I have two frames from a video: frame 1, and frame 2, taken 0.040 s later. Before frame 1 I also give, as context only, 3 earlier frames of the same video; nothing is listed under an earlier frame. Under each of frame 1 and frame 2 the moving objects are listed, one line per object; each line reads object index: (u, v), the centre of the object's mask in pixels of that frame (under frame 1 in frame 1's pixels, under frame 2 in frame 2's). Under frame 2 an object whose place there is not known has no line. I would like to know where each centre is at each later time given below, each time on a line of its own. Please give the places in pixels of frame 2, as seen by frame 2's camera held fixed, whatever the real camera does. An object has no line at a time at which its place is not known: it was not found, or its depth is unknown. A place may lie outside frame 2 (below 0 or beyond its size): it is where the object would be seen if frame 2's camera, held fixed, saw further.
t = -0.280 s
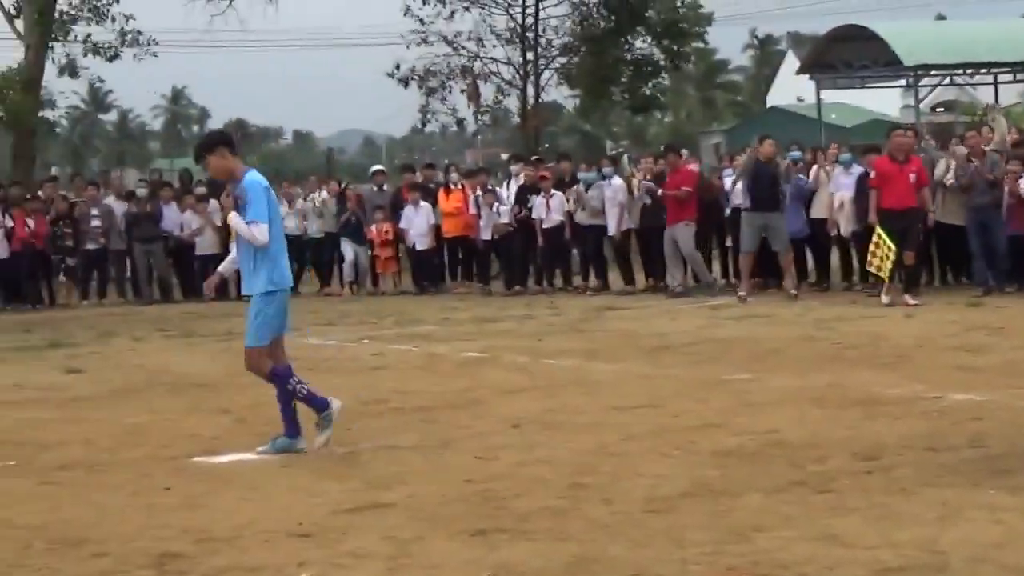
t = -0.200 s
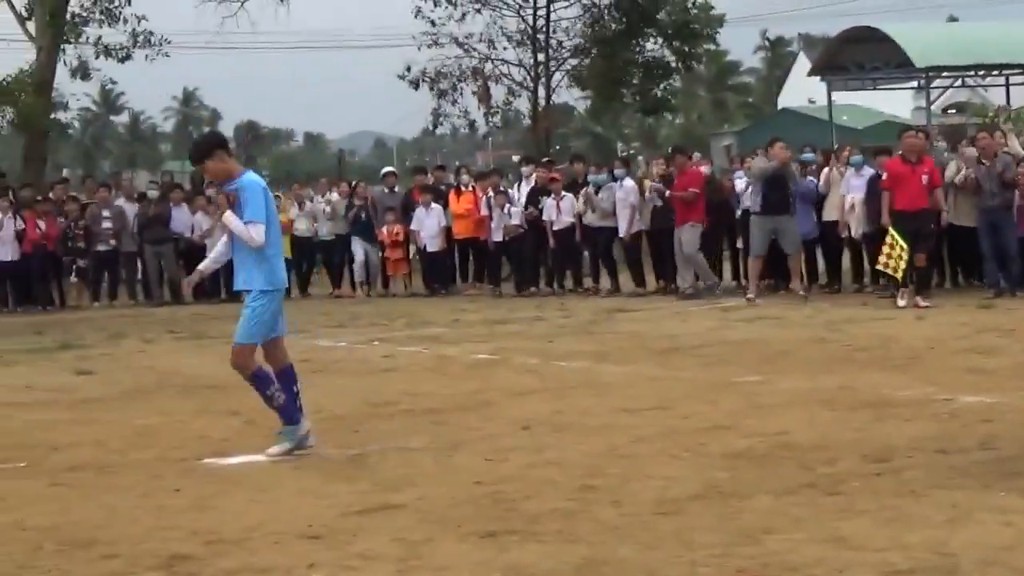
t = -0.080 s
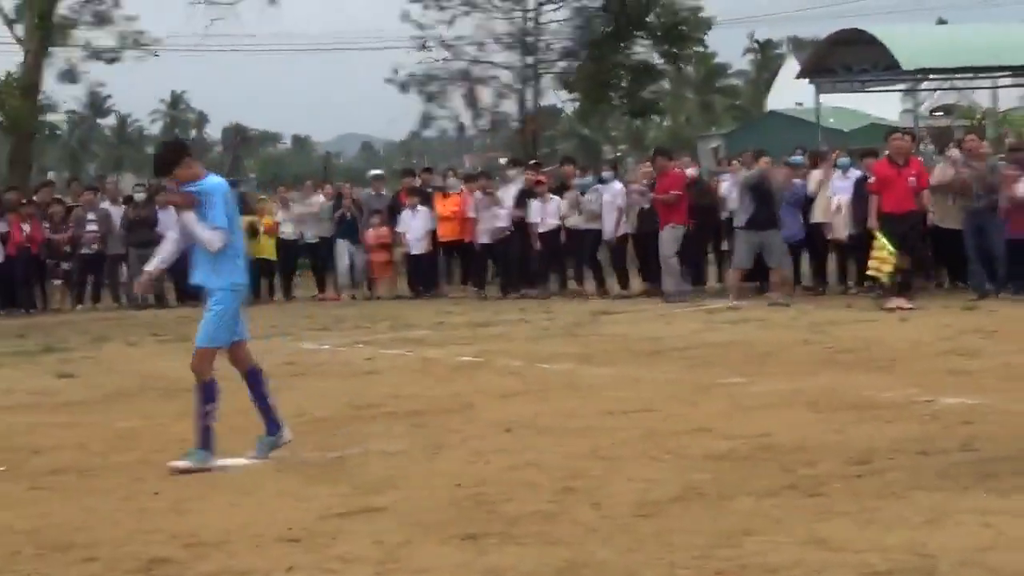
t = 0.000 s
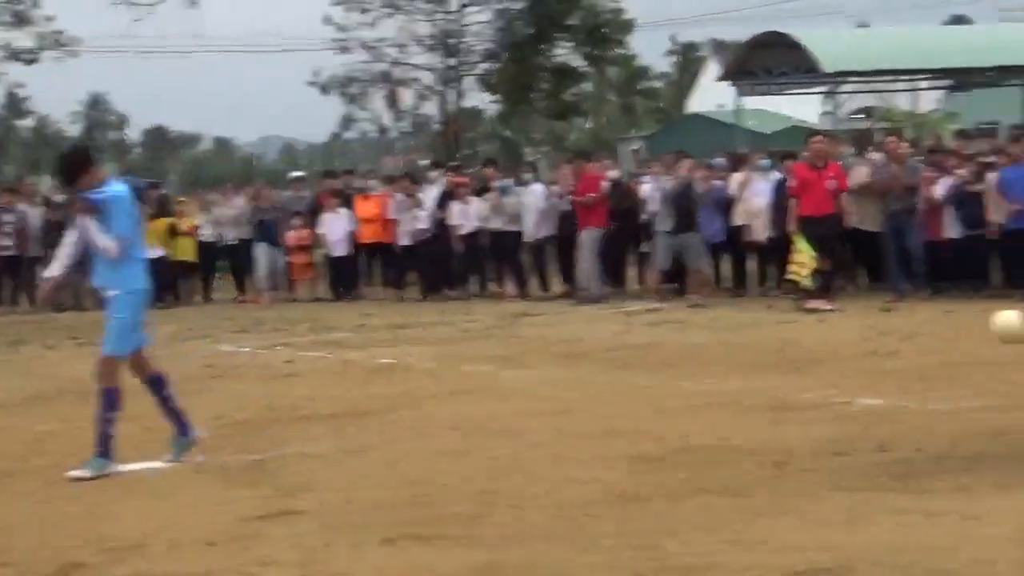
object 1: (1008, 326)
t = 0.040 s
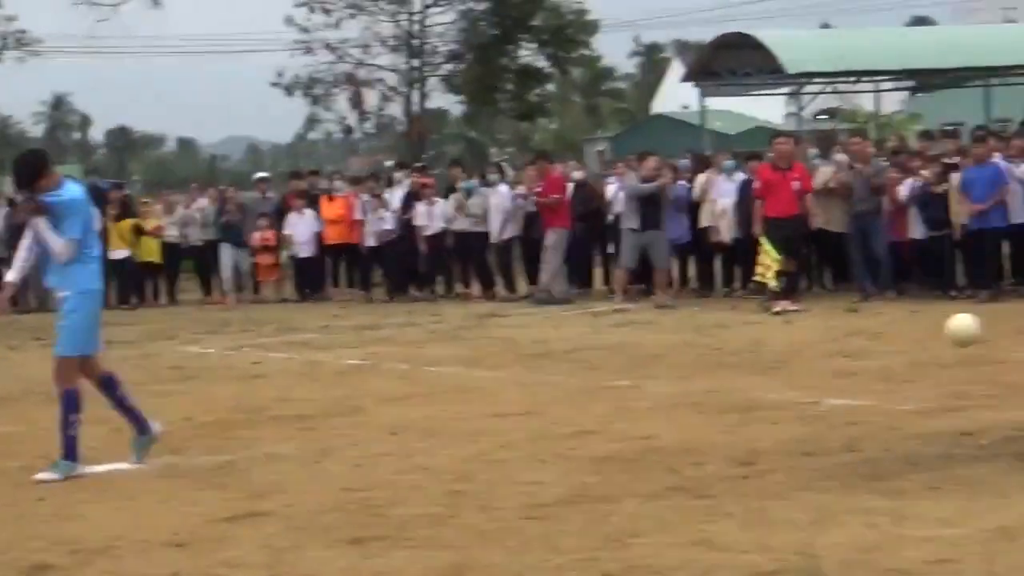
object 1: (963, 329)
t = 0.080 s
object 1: (950, 335)
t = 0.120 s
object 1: (939, 343)
